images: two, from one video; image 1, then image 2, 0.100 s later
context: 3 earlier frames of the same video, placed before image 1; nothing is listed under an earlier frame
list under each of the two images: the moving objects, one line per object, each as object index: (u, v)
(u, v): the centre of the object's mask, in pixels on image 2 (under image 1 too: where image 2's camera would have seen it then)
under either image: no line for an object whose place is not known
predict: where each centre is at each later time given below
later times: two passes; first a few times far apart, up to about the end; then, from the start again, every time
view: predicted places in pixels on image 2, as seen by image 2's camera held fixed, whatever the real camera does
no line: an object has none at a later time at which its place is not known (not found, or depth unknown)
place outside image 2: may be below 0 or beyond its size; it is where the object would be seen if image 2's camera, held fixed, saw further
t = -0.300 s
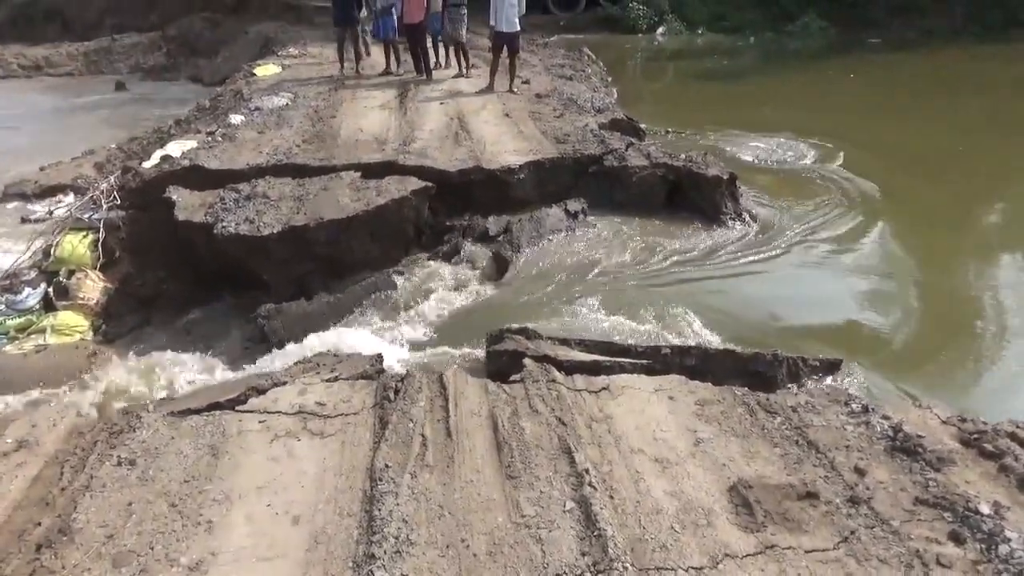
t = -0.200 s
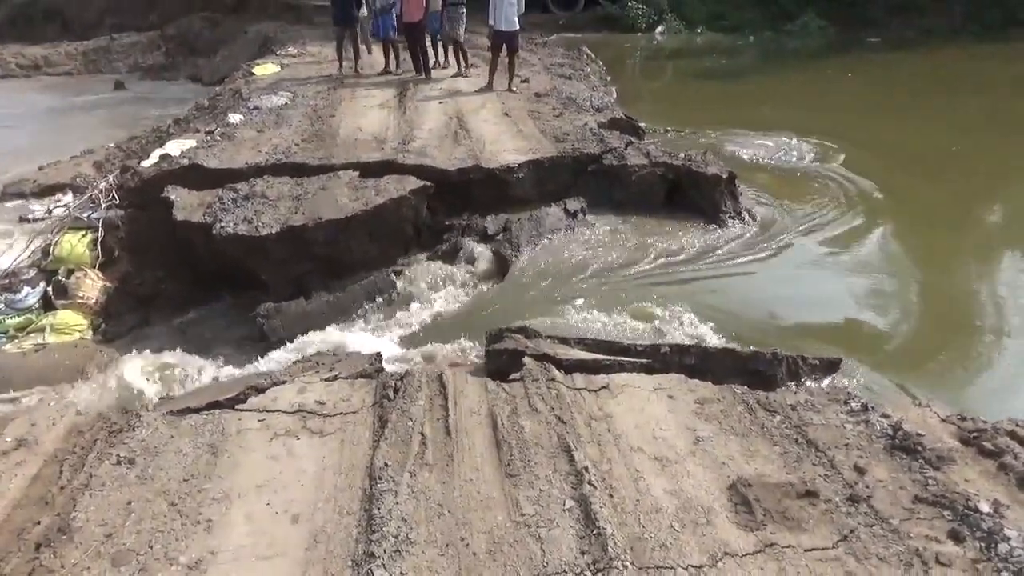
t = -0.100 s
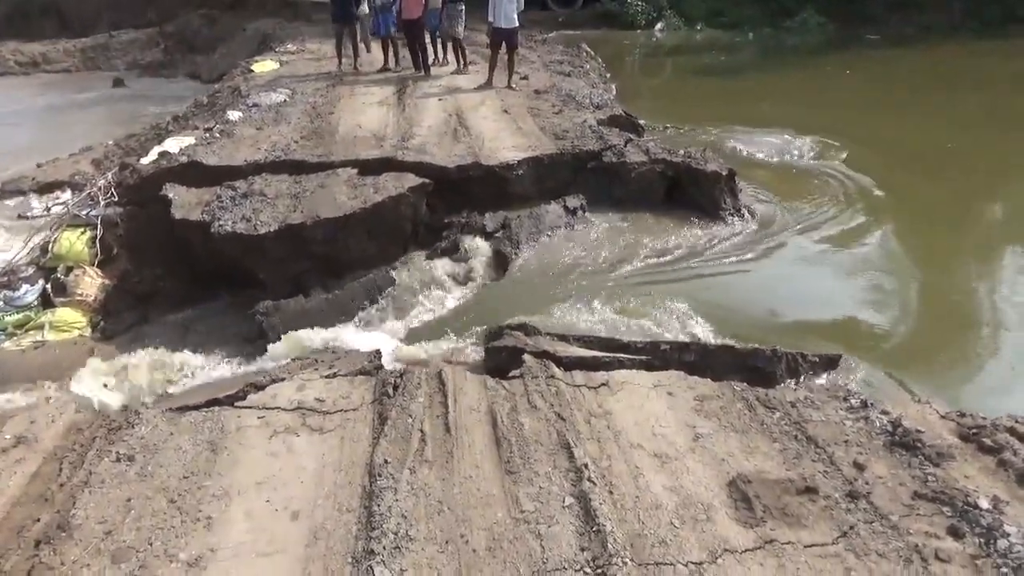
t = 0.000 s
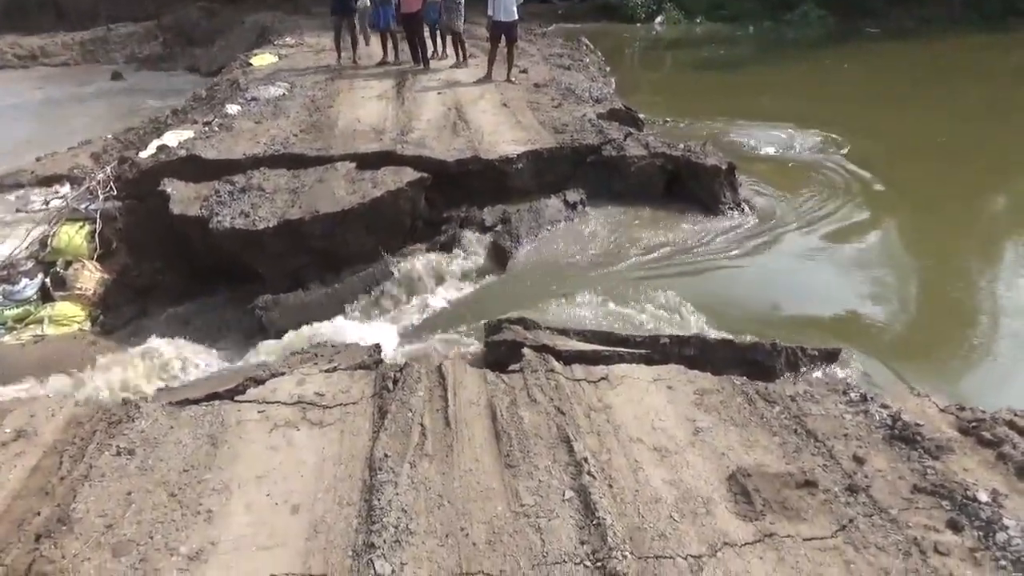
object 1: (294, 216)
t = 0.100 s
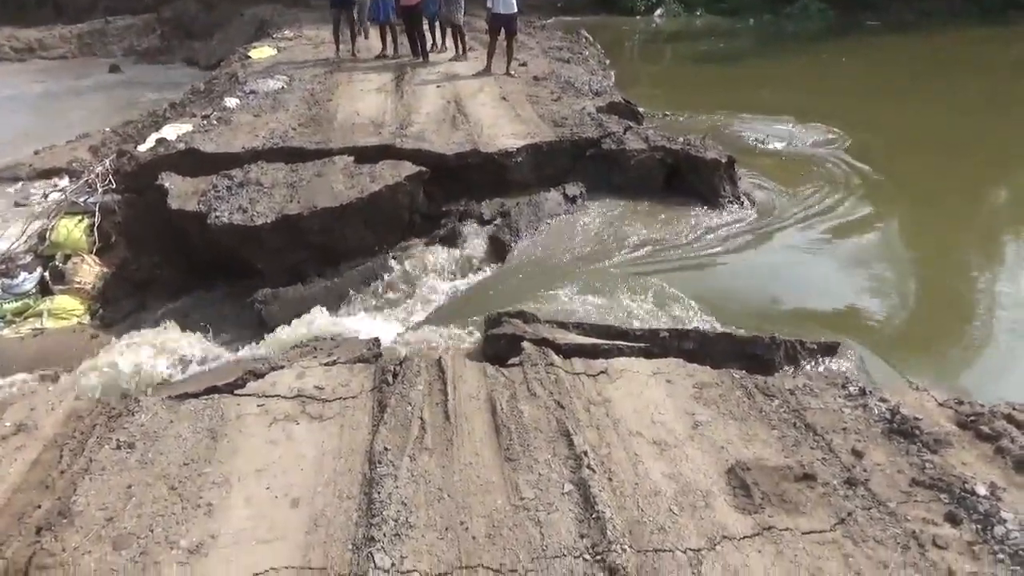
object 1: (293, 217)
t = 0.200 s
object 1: (292, 217)
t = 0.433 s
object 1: (292, 218)
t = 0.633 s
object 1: (288, 221)
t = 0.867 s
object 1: (280, 227)
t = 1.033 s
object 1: (264, 242)
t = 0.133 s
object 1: (293, 217)
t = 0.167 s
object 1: (293, 217)
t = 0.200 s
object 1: (292, 217)
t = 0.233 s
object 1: (292, 217)
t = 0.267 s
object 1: (292, 217)
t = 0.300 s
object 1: (292, 217)
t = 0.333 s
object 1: (292, 218)
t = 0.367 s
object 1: (292, 217)
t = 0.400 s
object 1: (292, 218)
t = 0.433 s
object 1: (292, 218)
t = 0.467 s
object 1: (292, 218)
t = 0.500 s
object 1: (291, 219)
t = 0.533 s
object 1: (291, 219)
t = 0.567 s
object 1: (290, 220)
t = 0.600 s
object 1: (289, 220)
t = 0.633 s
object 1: (288, 221)
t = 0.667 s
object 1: (287, 221)
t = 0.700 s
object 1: (287, 222)
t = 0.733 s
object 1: (286, 222)
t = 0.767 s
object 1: (284, 224)
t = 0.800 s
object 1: (283, 225)
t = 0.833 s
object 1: (282, 226)
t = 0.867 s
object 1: (280, 227)
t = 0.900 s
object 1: (278, 228)
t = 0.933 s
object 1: (276, 230)
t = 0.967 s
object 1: (271, 235)
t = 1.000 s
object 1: (269, 238)
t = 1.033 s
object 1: (264, 242)
